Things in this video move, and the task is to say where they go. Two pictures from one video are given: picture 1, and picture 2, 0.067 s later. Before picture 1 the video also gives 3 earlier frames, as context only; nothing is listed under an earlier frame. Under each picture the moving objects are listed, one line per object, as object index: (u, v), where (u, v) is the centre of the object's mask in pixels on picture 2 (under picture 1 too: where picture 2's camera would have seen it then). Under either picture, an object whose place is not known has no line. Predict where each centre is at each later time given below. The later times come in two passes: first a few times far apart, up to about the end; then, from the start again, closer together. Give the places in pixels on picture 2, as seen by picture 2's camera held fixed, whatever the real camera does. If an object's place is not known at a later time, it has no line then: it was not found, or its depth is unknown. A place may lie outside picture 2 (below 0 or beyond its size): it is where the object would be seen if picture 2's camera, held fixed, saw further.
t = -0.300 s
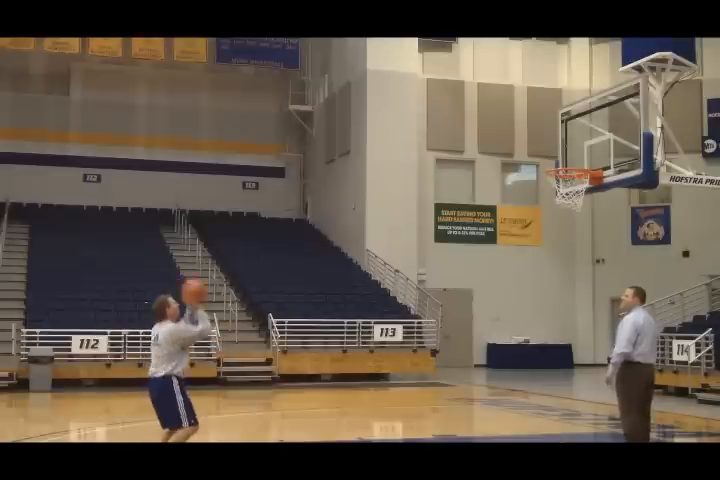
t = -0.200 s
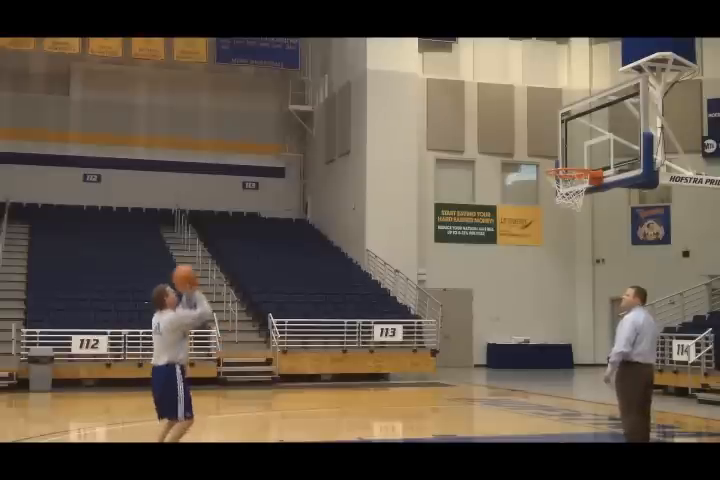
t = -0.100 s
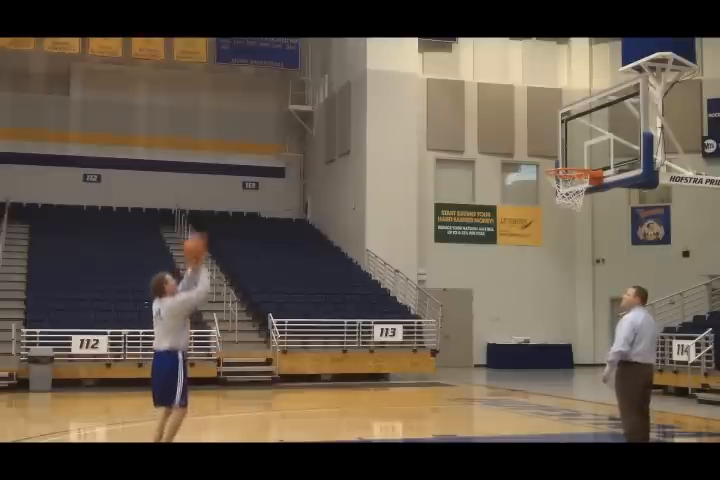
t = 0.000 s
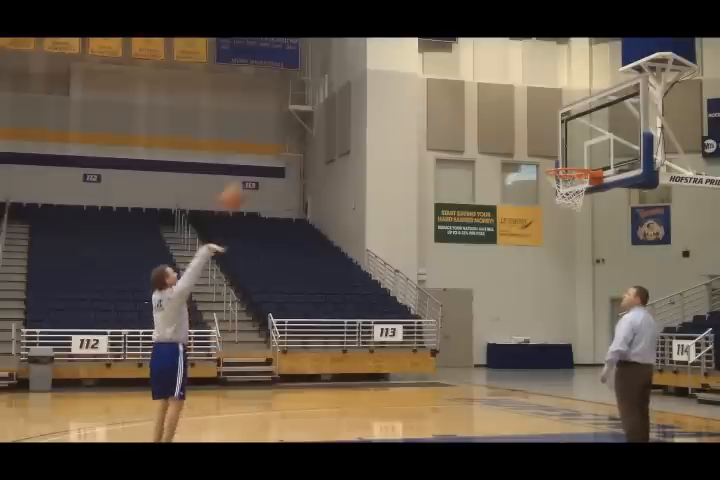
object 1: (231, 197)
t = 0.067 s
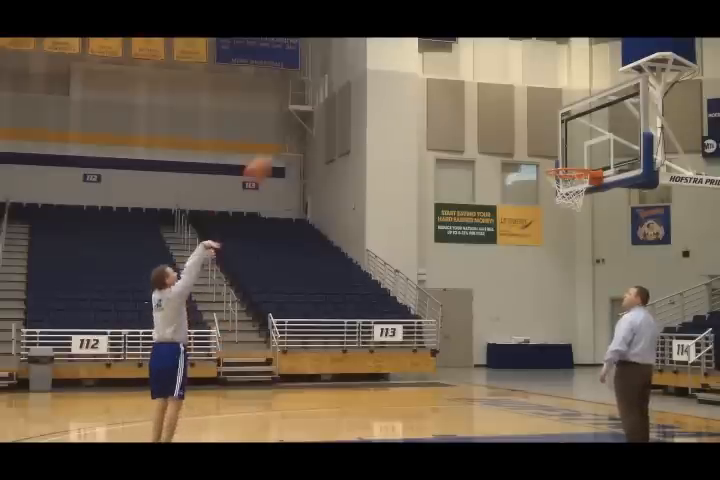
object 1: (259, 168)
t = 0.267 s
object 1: (335, 107)
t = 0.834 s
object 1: (532, 141)
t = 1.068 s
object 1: (585, 159)
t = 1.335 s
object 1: (574, 140)
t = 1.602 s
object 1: (558, 172)
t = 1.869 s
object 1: (587, 209)
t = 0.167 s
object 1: (297, 133)
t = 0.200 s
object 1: (310, 124)
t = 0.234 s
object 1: (322, 116)
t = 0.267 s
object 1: (335, 107)
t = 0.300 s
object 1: (348, 103)
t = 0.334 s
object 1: (360, 99)
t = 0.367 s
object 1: (371, 95)
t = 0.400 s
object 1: (383, 93)
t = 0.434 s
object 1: (395, 90)
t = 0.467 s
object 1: (408, 89)
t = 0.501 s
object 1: (420, 90)
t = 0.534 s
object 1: (432, 90)
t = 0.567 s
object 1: (443, 90)
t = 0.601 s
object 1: (454, 95)
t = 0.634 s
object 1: (465, 99)
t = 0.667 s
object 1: (476, 105)
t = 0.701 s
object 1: (488, 111)
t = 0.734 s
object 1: (500, 117)
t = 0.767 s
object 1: (511, 124)
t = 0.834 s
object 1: (532, 141)
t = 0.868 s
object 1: (543, 153)
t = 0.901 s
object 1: (551, 162)
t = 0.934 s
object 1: (560, 158)
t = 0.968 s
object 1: (566, 159)
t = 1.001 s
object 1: (573, 160)
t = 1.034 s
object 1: (583, 161)
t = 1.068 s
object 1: (585, 159)
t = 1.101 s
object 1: (587, 154)
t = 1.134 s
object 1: (589, 150)
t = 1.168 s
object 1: (586, 145)
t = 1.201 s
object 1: (584, 142)
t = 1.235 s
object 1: (582, 140)
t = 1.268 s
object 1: (577, 139)
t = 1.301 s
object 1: (576, 139)
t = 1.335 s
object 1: (574, 140)
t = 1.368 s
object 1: (571, 141)
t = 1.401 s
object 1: (568, 144)
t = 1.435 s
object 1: (566, 147)
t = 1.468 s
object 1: (562, 152)
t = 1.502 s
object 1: (559, 158)
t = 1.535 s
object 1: (554, 164)
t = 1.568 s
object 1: (557, 168)
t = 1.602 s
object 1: (558, 172)
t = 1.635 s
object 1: (568, 181)
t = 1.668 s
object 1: (574, 182)
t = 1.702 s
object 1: (583, 192)
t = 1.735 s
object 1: (584, 196)
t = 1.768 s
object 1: (586, 199)
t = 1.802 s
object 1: (586, 202)
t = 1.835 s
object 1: (587, 206)
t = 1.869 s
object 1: (587, 209)
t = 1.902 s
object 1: (589, 216)
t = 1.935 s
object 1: (591, 225)
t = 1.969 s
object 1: (593, 234)
